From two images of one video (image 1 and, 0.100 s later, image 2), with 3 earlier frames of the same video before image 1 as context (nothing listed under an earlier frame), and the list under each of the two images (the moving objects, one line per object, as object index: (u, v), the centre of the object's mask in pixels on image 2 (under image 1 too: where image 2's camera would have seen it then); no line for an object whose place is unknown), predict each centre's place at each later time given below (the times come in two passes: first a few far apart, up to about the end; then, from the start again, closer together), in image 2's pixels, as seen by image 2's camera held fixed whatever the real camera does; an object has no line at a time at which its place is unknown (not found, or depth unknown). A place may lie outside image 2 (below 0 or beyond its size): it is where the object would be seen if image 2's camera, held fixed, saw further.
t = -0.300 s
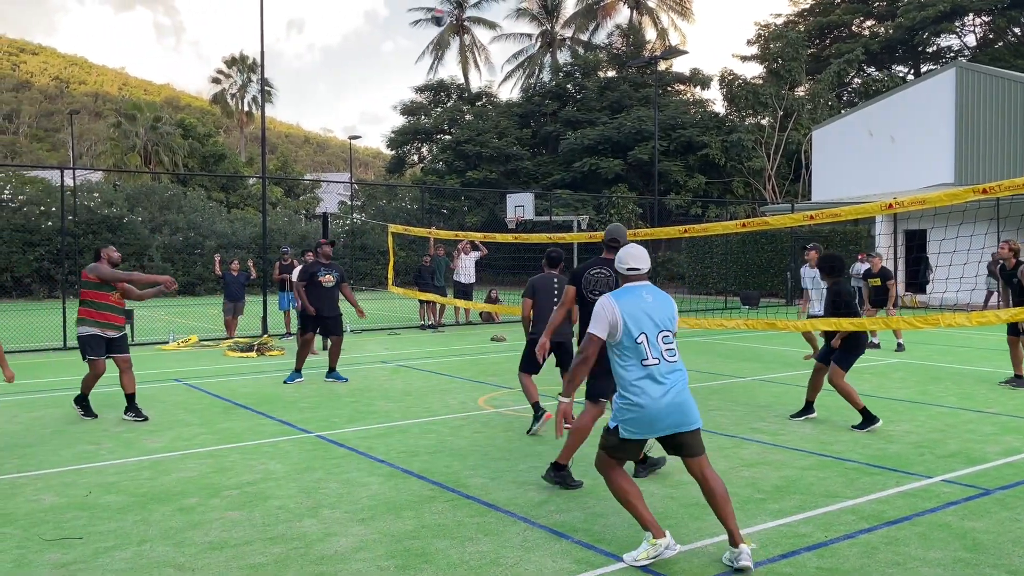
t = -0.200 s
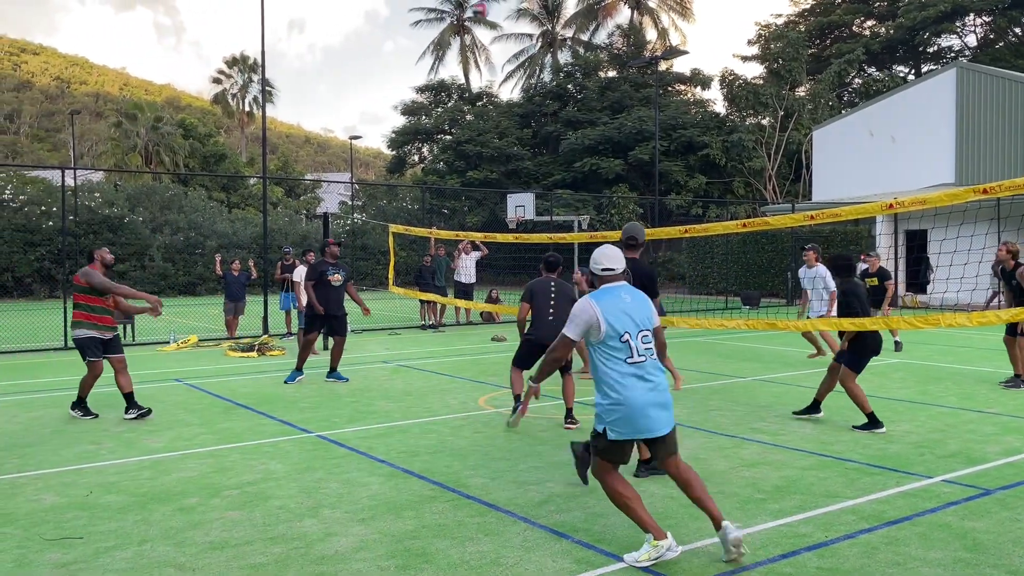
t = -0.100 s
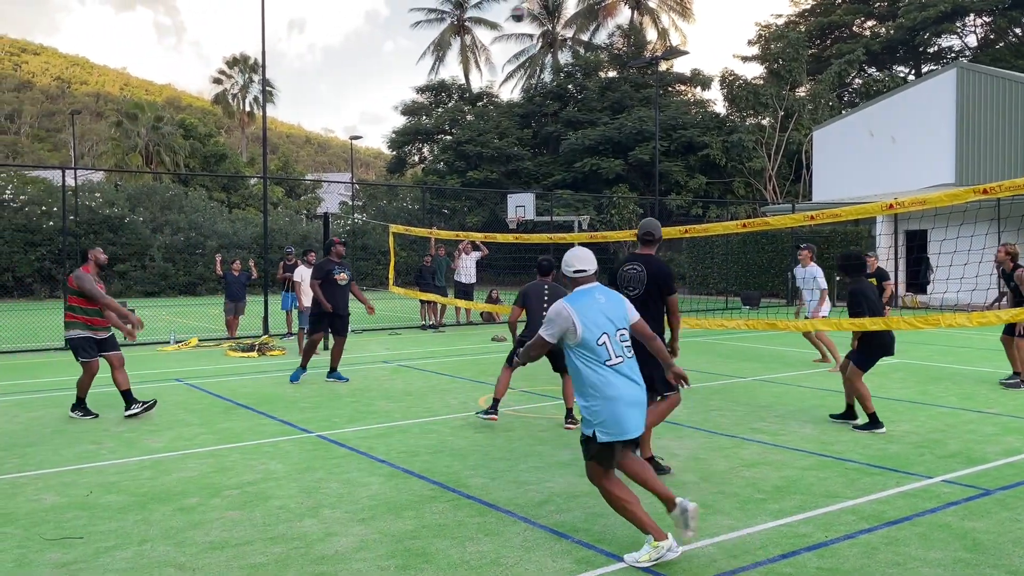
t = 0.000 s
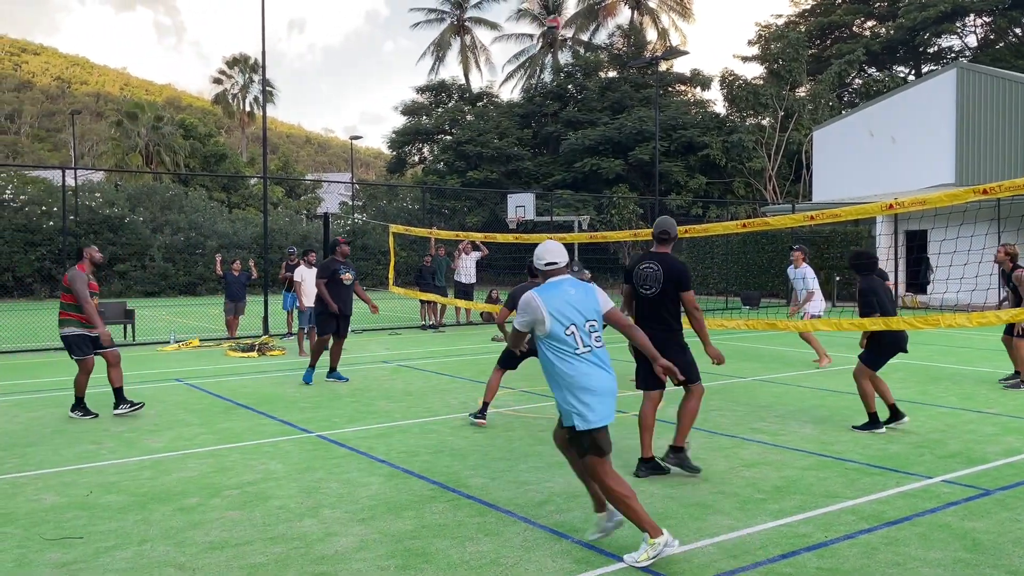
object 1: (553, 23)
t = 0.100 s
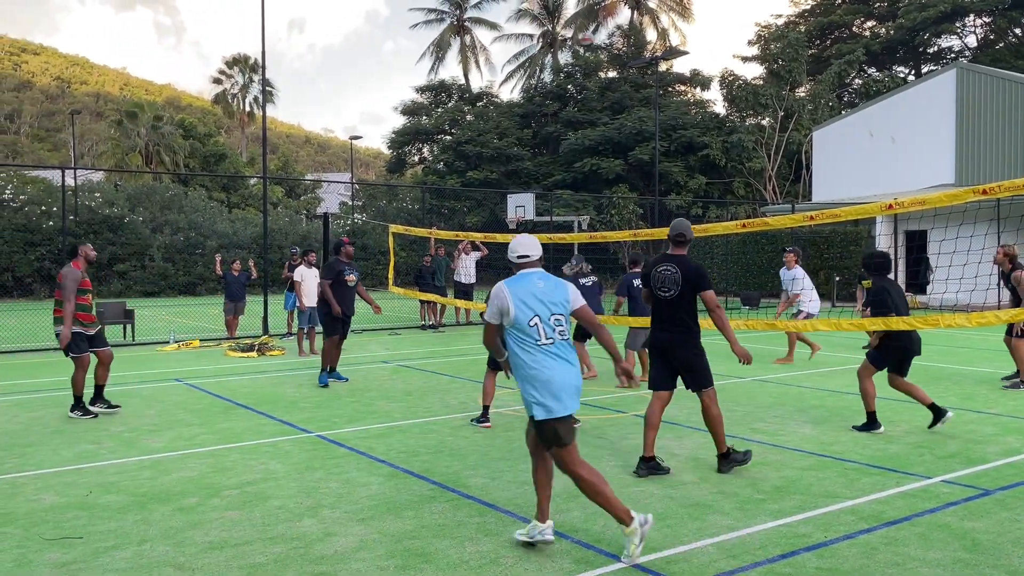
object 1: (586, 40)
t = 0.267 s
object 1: (637, 82)
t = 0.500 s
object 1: (699, 166)
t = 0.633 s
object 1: (728, 219)
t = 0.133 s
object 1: (598, 47)
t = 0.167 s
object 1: (608, 55)
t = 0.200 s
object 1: (618, 63)
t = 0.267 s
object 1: (637, 82)
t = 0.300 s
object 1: (647, 92)
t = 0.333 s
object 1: (657, 103)
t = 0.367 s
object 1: (665, 115)
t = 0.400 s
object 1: (674, 127)
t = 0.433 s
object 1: (682, 140)
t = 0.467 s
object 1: (690, 153)
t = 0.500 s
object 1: (699, 166)
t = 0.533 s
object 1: (707, 179)
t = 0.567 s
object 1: (714, 195)
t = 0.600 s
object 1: (723, 211)
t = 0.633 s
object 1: (728, 219)
